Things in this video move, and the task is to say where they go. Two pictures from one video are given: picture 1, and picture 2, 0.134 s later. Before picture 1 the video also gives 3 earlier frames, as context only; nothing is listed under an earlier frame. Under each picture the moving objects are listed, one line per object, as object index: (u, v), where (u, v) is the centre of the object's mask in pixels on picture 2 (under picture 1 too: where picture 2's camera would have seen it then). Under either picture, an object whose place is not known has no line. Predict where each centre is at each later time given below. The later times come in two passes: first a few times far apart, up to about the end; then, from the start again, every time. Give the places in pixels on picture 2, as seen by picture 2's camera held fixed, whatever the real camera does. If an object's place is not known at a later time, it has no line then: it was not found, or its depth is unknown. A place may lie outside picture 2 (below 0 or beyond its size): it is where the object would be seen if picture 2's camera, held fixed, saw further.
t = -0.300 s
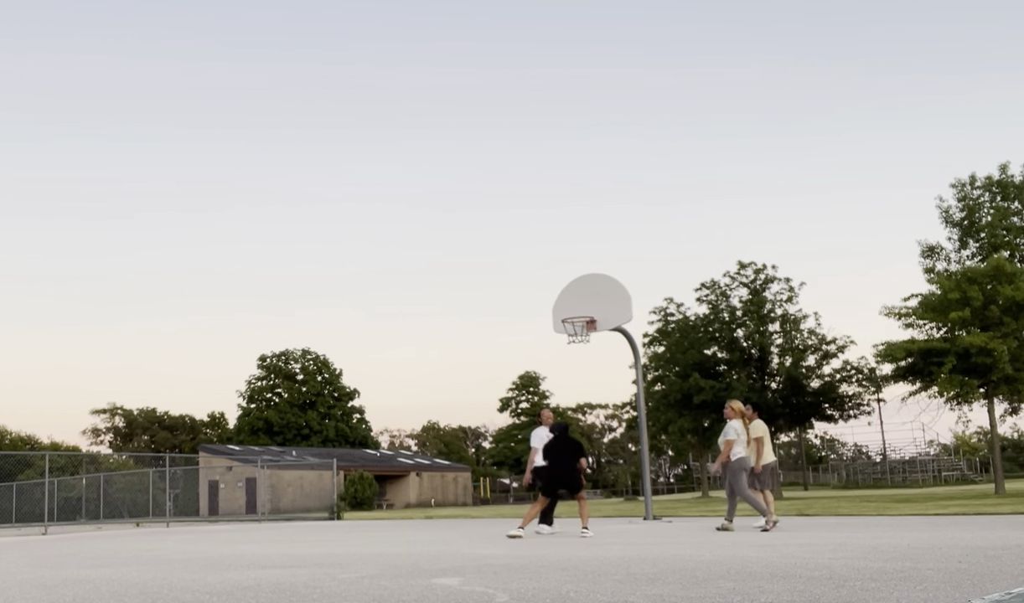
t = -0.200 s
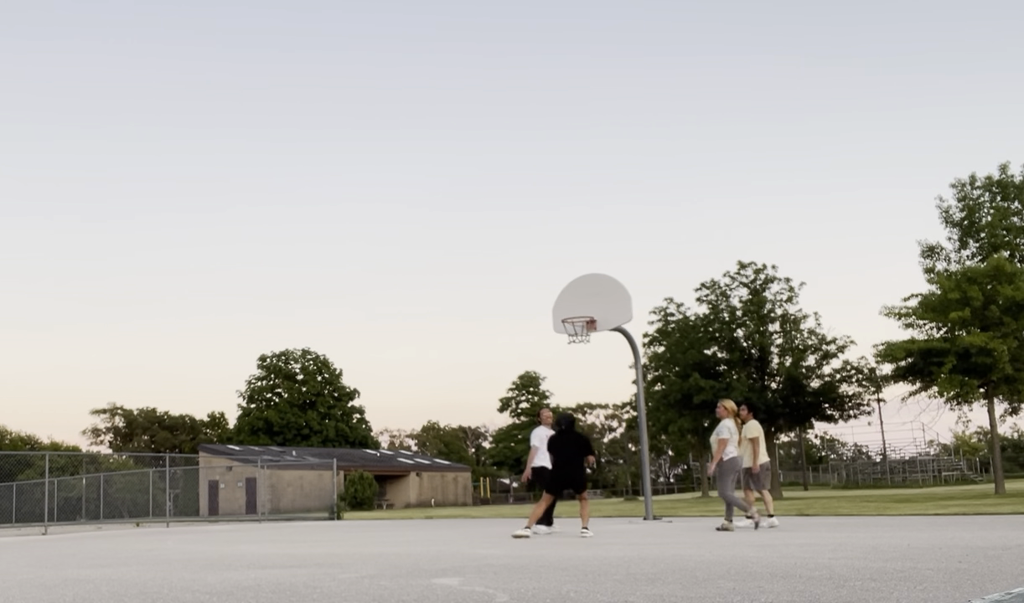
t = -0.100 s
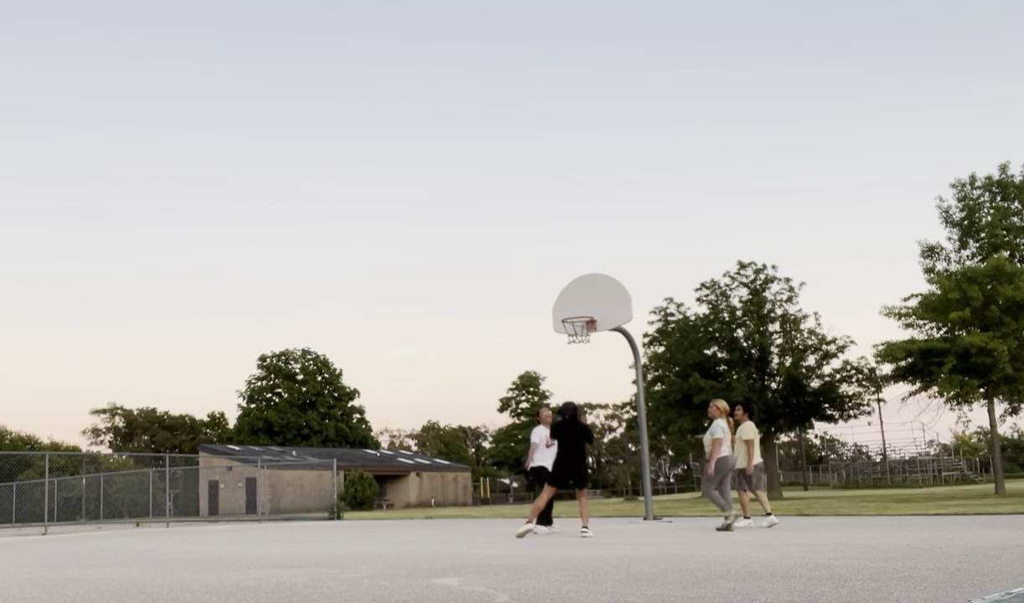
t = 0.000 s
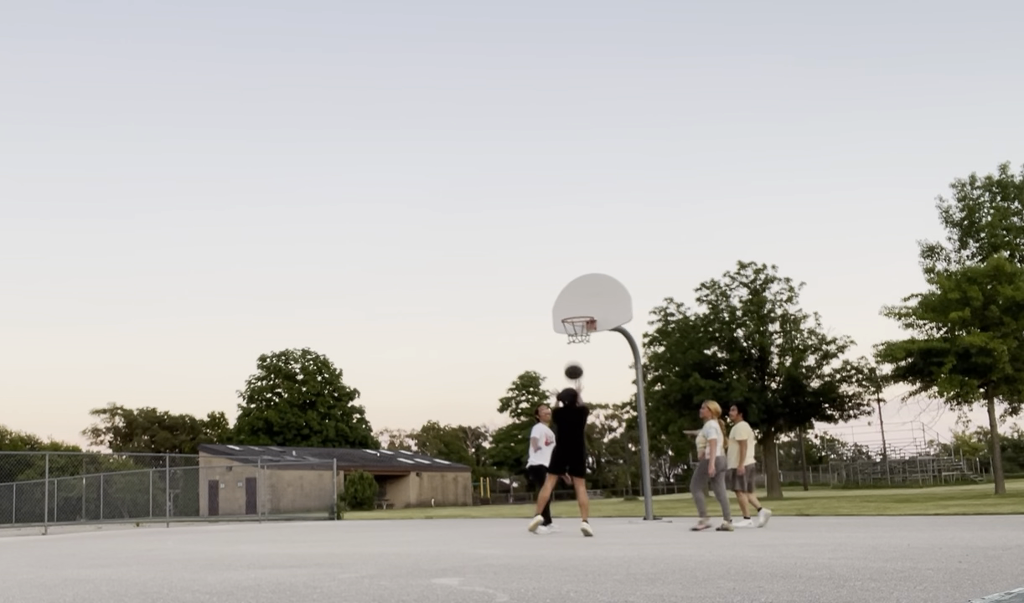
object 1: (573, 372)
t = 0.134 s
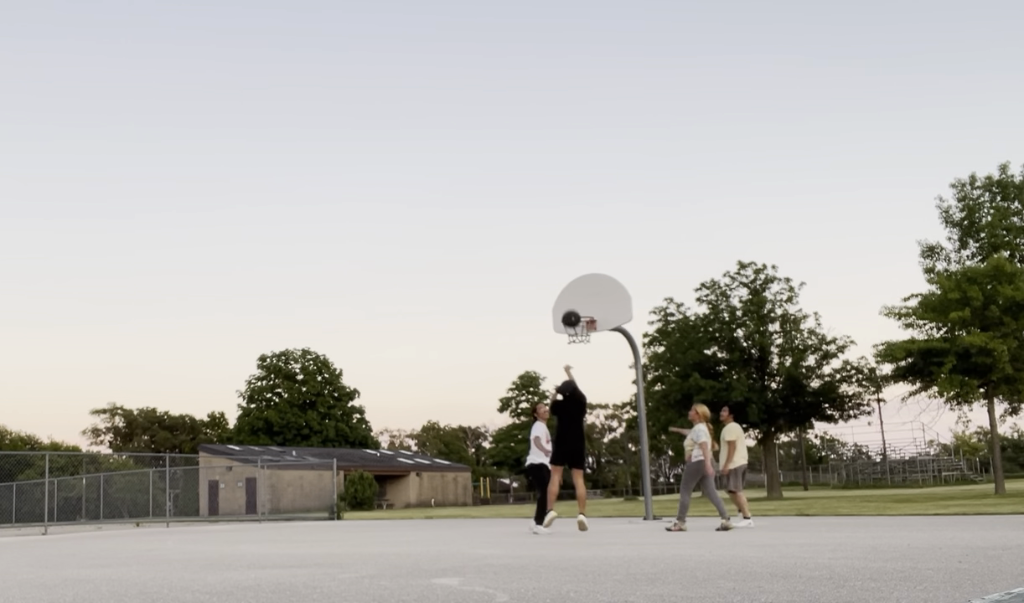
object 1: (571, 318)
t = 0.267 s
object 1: (570, 282)
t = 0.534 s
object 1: (569, 254)
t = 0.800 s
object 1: (570, 276)
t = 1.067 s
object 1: (565, 308)
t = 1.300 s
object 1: (547, 320)
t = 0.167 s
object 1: (570, 308)
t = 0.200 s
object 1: (570, 298)
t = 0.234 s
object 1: (570, 290)
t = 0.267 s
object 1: (570, 282)
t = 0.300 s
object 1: (569, 276)
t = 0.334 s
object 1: (569, 270)
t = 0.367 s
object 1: (569, 266)
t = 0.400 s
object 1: (569, 262)
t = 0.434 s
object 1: (569, 259)
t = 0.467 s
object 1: (569, 256)
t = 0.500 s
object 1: (569, 255)
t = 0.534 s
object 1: (569, 254)
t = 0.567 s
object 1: (569, 254)
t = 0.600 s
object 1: (569, 255)
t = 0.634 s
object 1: (569, 257)
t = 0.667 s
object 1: (569, 259)
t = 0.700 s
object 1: (569, 262)
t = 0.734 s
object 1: (570, 266)
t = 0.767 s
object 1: (570, 270)
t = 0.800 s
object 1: (570, 276)
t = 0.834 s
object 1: (571, 281)
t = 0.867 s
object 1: (571, 288)
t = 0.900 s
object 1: (571, 295)
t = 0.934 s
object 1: (572, 303)
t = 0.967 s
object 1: (572, 311)
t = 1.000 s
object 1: (571, 311)
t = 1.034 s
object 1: (568, 309)
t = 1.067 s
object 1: (565, 308)
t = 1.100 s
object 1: (563, 307)
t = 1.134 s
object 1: (560, 308)
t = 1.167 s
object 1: (558, 308)
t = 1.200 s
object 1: (555, 310)
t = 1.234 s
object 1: (552, 313)
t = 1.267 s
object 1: (550, 316)
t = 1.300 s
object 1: (547, 320)
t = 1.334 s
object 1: (545, 325)
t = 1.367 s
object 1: (542, 331)
